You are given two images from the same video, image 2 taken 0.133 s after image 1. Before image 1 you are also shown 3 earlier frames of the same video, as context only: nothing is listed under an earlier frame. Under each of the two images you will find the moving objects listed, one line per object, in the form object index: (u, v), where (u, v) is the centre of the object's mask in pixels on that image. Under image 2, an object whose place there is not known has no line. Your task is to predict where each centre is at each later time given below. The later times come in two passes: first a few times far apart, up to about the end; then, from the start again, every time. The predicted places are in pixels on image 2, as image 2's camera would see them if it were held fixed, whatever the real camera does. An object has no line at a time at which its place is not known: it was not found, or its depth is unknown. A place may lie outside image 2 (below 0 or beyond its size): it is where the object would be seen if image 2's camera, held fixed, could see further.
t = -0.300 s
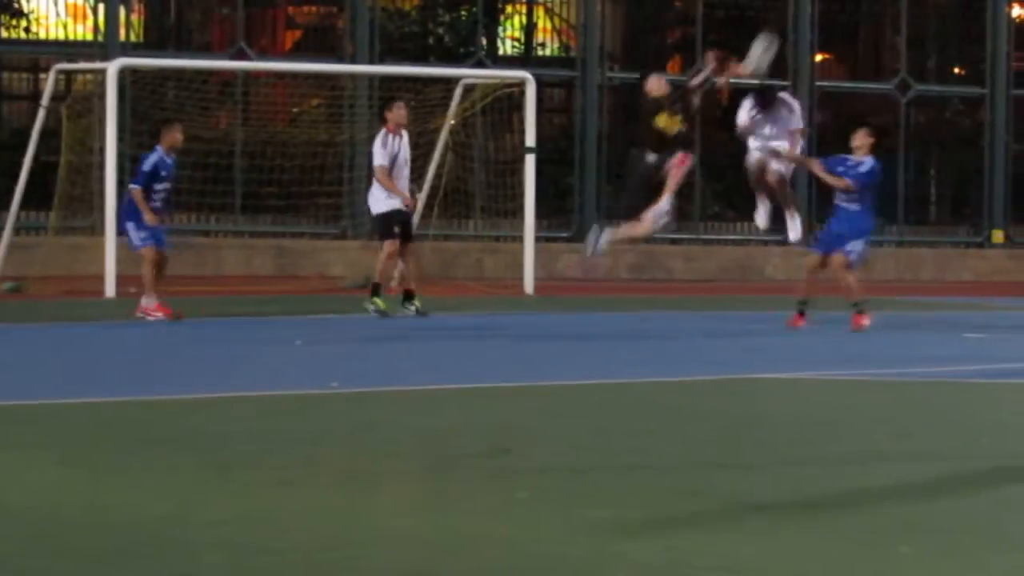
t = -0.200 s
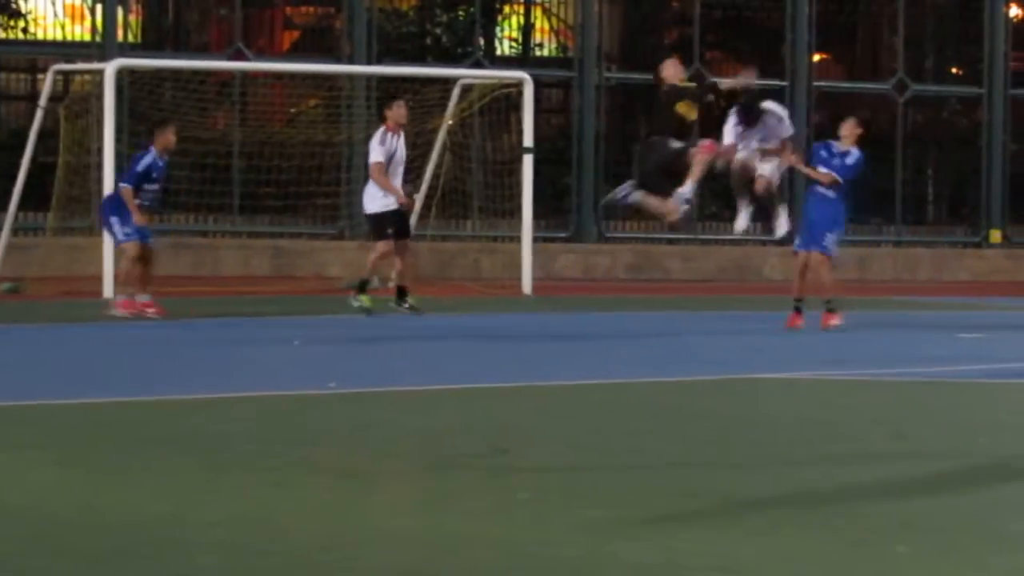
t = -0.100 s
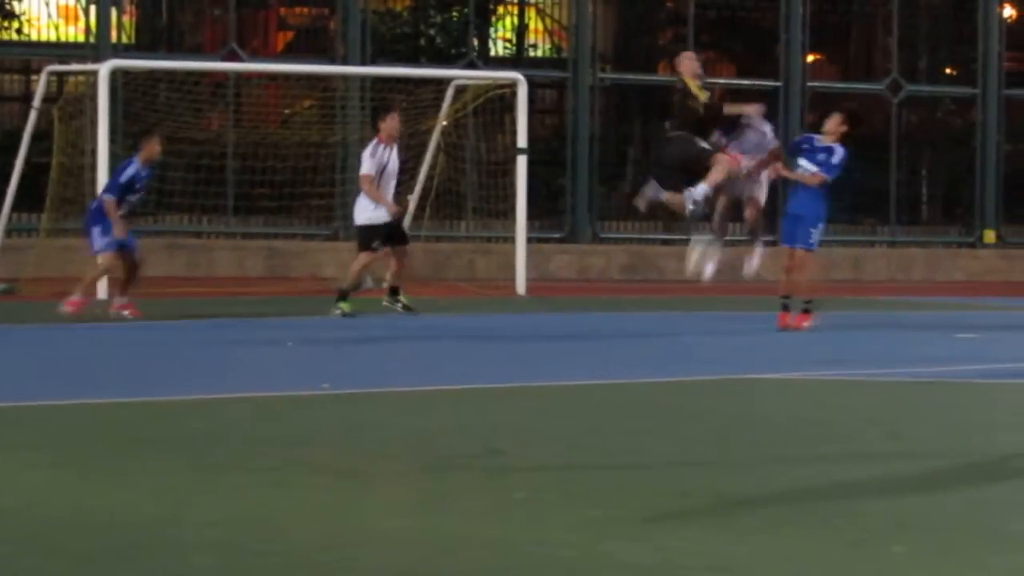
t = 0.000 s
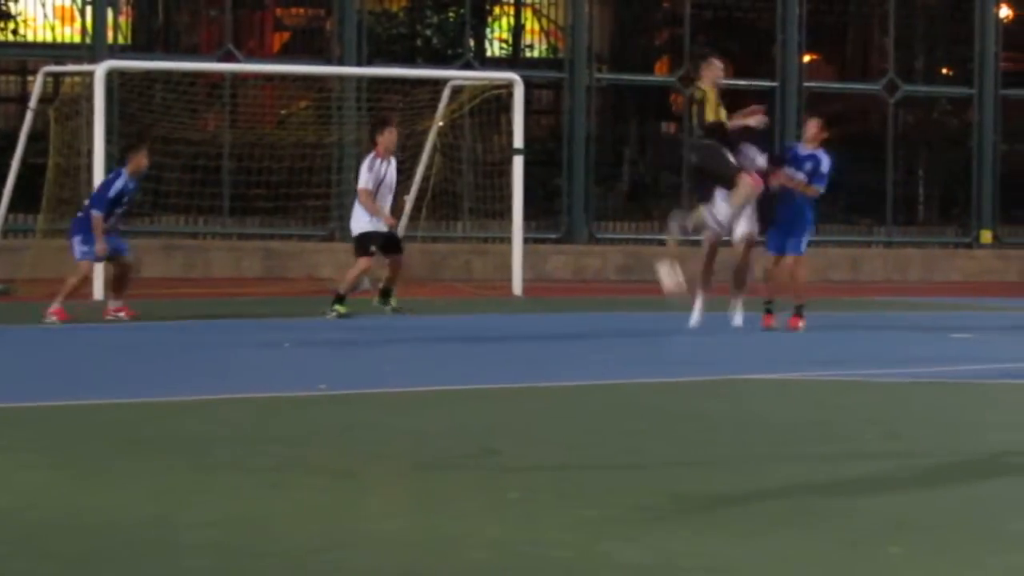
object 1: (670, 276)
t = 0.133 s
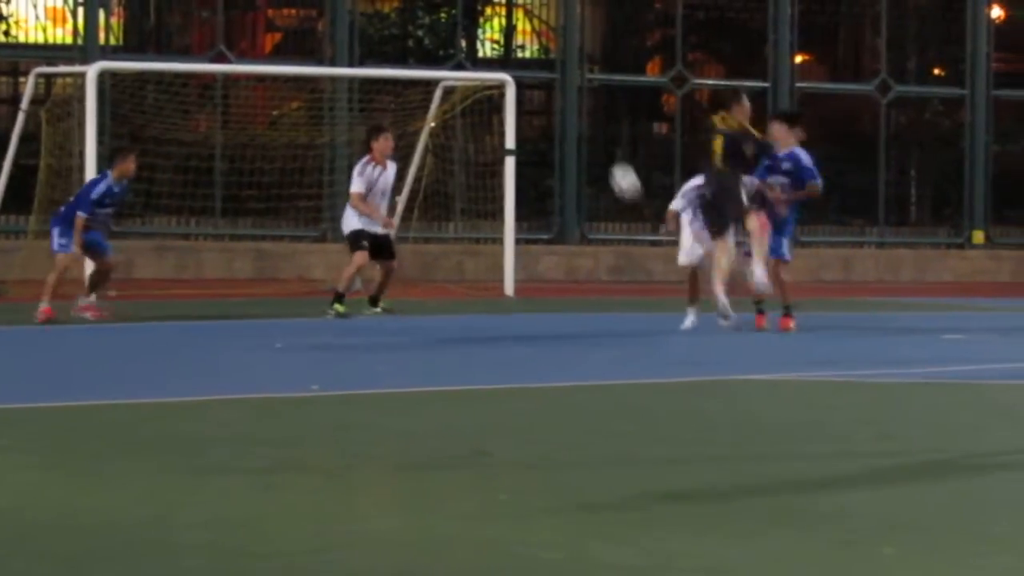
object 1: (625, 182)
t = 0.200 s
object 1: (607, 143)
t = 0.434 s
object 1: (537, 47)
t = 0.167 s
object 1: (616, 159)
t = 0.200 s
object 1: (607, 143)
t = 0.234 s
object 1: (596, 124)
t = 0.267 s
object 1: (587, 109)
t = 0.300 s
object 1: (576, 93)
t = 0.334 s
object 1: (566, 78)
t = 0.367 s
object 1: (556, 66)
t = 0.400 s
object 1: (546, 56)
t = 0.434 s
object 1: (537, 47)
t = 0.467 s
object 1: (527, 39)
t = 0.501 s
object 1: (517, 32)
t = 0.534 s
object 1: (506, 28)
